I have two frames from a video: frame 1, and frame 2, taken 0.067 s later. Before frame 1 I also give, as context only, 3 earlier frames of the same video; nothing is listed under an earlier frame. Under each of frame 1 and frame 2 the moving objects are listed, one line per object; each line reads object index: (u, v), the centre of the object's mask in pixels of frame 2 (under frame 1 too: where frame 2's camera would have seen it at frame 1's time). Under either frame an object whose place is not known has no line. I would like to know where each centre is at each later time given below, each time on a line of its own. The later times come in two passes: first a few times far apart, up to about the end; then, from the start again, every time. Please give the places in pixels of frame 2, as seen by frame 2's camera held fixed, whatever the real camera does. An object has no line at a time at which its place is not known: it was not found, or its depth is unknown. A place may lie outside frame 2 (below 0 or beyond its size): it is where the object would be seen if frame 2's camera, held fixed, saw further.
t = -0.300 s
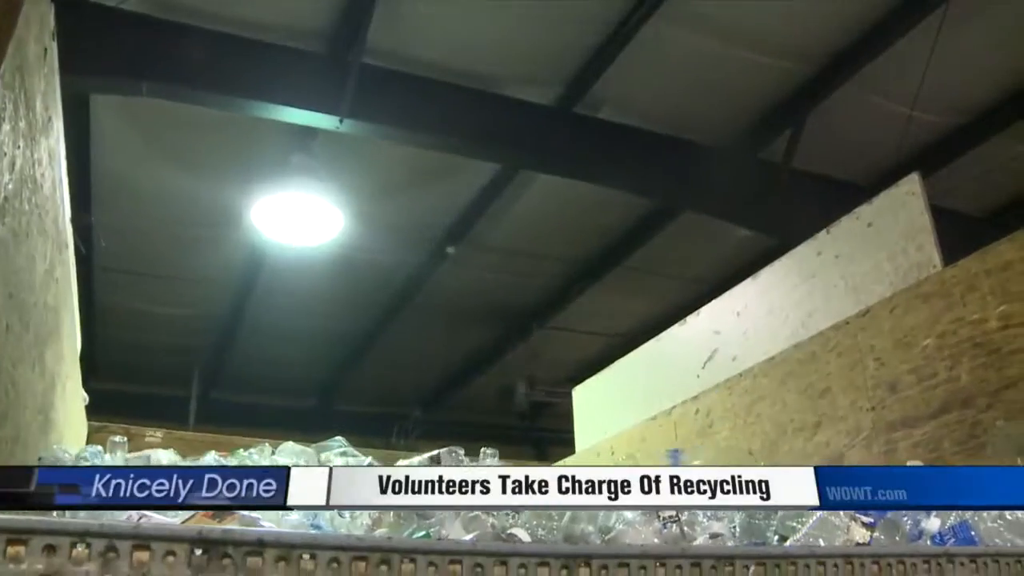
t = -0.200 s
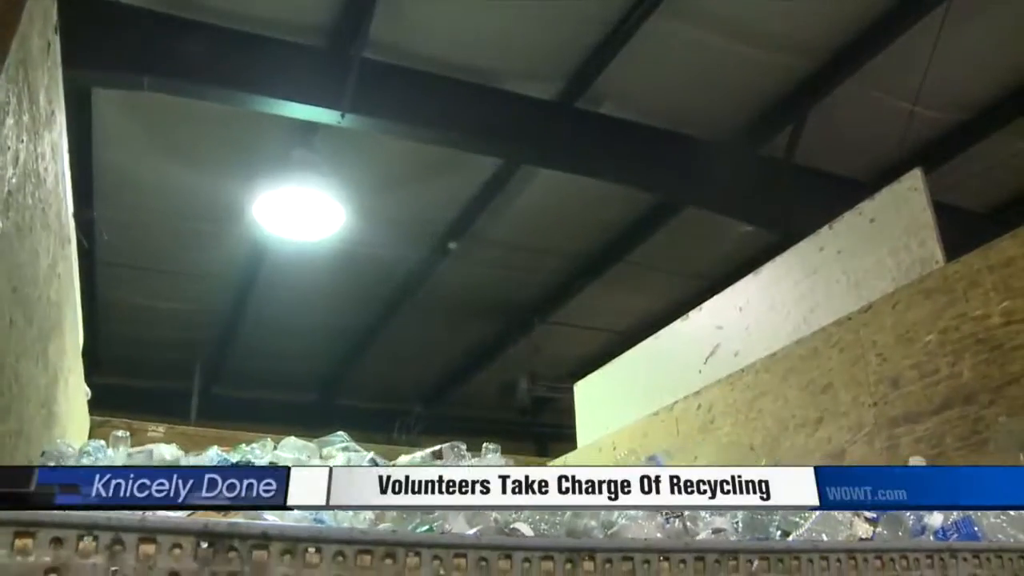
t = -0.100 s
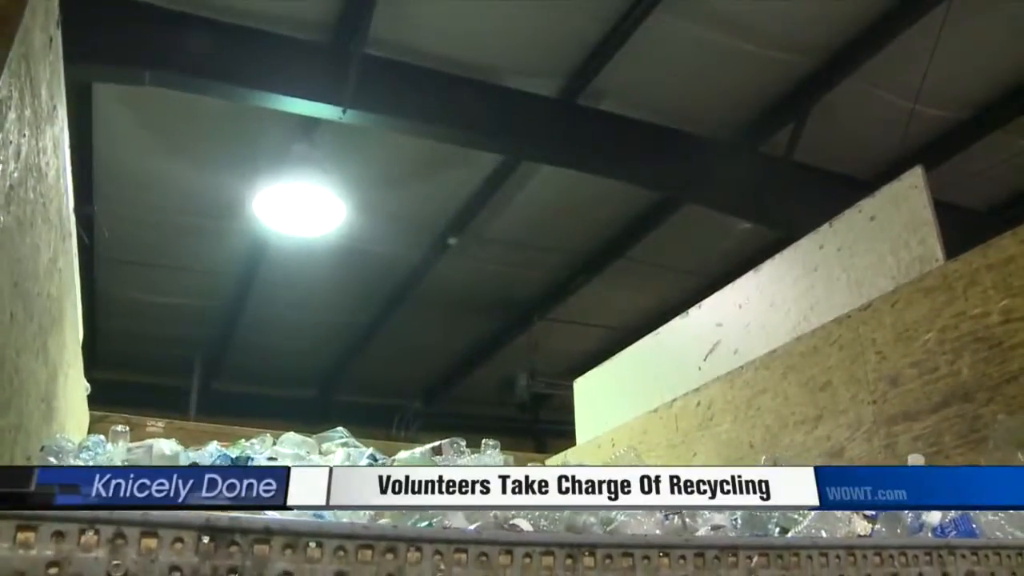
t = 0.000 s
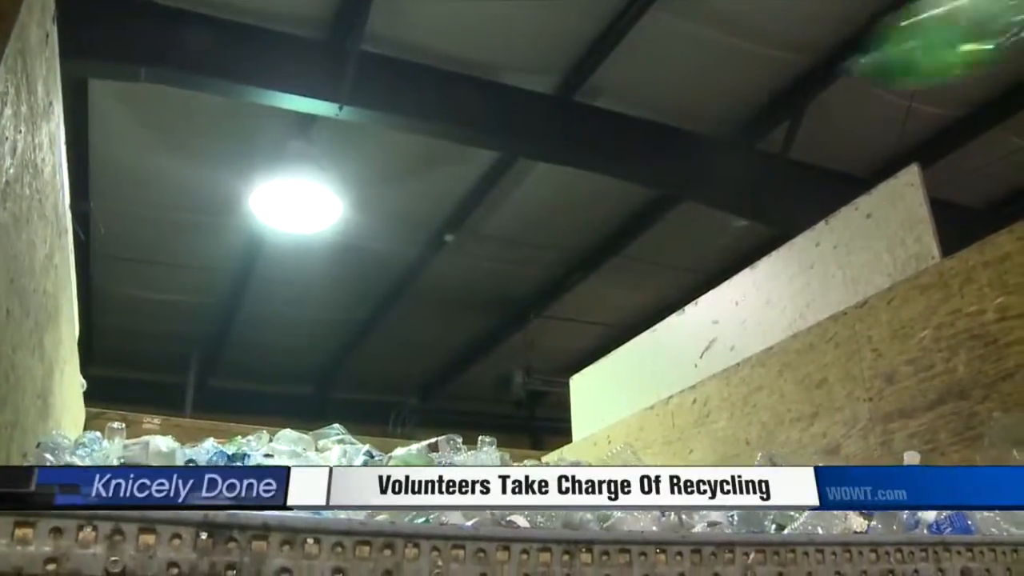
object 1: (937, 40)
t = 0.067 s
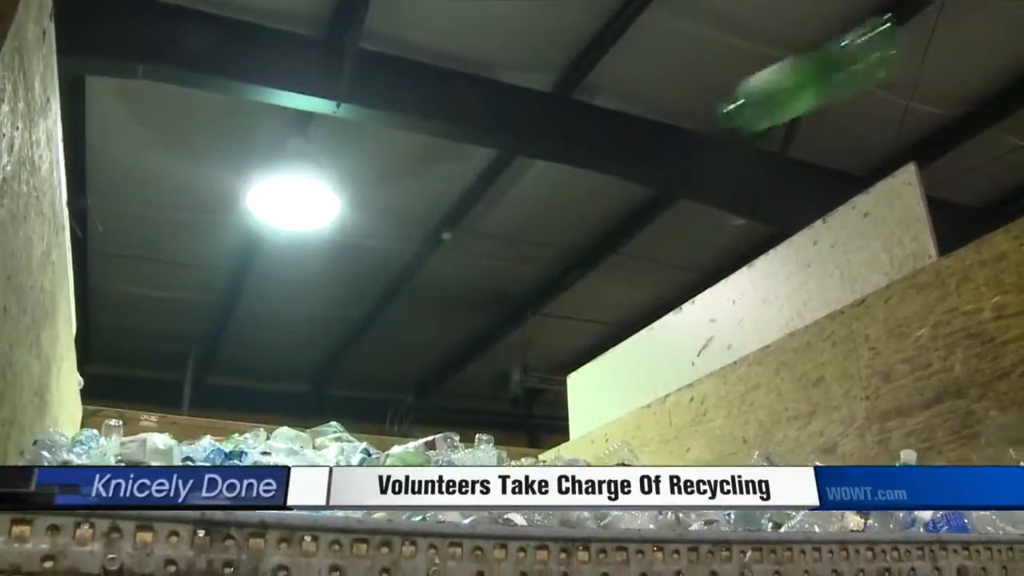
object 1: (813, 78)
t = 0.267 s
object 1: (615, 252)
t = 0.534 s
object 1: (541, 450)
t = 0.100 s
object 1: (752, 117)
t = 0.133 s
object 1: (684, 161)
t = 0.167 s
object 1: (659, 184)
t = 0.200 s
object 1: (641, 207)
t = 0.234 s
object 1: (626, 229)
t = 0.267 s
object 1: (615, 252)
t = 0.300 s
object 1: (607, 278)
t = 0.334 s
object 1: (602, 304)
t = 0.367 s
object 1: (594, 332)
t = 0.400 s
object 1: (583, 360)
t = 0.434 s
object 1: (567, 395)
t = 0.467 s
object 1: (556, 430)
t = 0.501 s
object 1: (547, 452)
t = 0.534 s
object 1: (541, 450)
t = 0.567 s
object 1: (542, 448)
